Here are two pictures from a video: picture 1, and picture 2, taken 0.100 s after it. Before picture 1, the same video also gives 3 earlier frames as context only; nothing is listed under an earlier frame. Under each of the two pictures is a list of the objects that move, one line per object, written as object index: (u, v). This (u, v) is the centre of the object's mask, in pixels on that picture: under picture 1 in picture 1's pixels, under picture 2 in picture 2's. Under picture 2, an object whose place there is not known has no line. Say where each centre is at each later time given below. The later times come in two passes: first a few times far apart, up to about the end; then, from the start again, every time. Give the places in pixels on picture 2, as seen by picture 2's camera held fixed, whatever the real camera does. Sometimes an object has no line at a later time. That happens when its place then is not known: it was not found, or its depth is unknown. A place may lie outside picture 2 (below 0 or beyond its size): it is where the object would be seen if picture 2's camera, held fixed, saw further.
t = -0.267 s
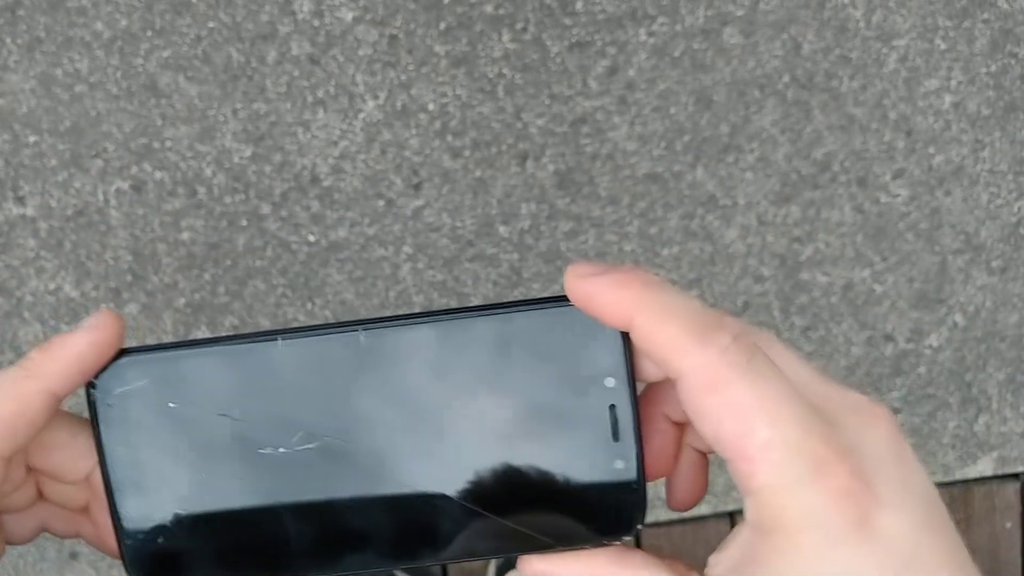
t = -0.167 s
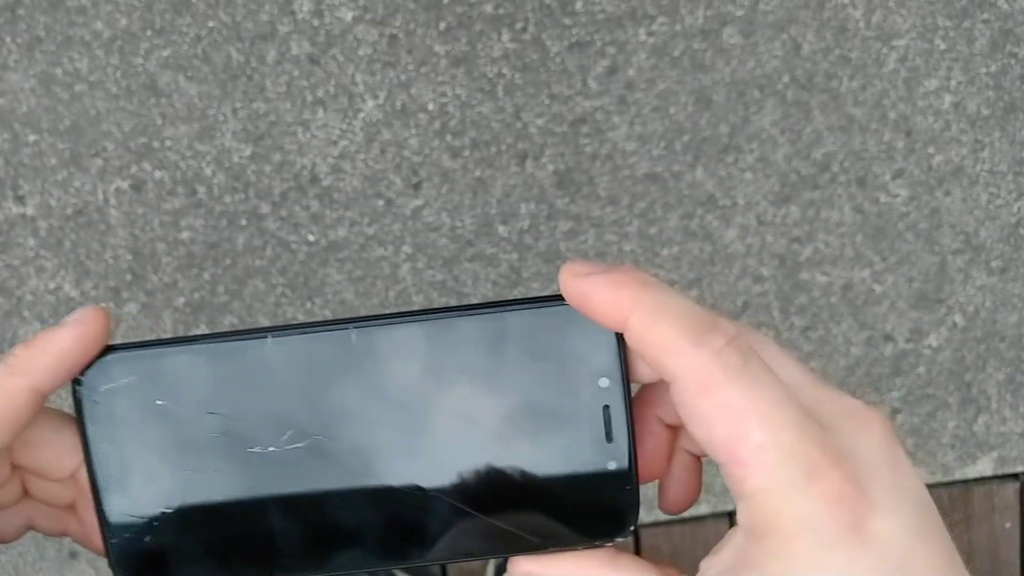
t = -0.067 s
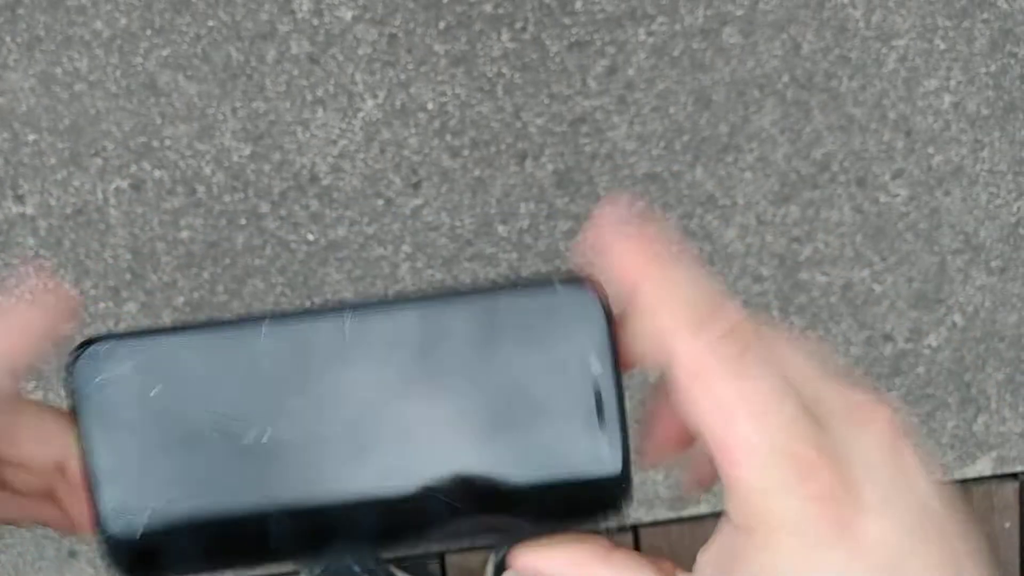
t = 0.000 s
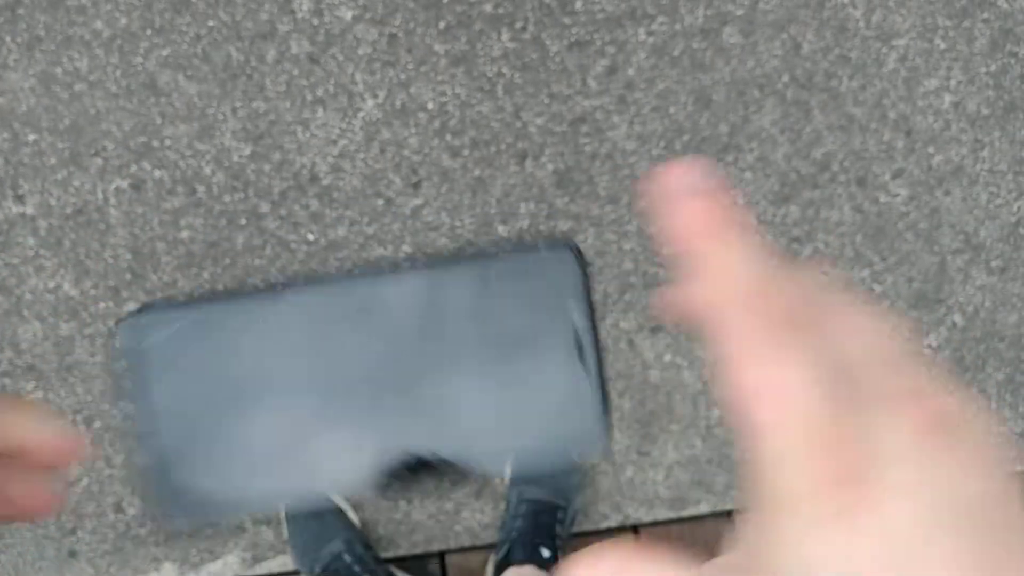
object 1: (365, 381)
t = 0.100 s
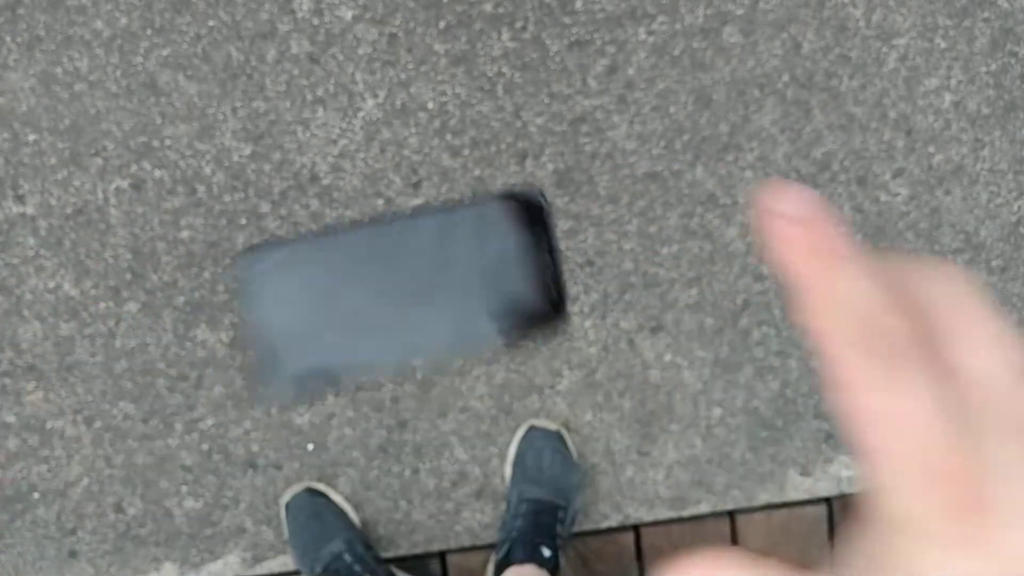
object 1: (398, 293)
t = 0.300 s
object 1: (451, 190)
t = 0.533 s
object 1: (493, 228)
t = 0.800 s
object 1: (506, 297)
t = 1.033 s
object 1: (448, 350)
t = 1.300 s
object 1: (424, 371)
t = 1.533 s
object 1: (424, 371)
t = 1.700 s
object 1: (424, 371)
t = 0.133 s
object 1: (410, 265)
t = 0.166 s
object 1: (420, 246)
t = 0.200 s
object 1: (430, 229)
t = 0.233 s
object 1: (440, 213)
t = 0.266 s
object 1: (450, 198)
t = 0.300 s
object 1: (451, 190)
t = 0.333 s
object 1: (457, 183)
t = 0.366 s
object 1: (461, 176)
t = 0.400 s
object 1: (463, 178)
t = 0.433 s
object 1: (464, 192)
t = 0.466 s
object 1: (470, 203)
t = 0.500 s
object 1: (474, 215)
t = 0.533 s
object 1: (493, 228)
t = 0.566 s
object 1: (506, 229)
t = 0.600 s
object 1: (496, 246)
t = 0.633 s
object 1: (498, 256)
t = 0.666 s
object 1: (503, 265)
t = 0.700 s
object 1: (503, 271)
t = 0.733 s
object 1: (513, 276)
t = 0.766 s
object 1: (512, 284)
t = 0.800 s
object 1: (506, 297)
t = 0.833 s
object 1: (498, 308)
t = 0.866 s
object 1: (495, 314)
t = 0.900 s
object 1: (483, 325)
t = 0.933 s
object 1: (471, 335)
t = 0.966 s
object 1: (462, 340)
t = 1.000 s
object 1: (453, 343)
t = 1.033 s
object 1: (448, 350)
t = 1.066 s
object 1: (443, 354)
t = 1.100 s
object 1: (439, 358)
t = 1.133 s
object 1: (433, 361)
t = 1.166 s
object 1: (430, 364)
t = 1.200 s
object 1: (427, 366)
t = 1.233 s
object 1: (425, 369)
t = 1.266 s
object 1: (424, 370)
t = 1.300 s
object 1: (424, 371)
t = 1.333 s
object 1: (424, 371)
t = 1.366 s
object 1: (424, 371)
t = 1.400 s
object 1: (424, 371)
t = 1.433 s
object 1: (424, 371)
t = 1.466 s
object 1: (424, 371)
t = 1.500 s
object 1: (424, 371)
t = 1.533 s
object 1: (424, 371)
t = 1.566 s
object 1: (424, 371)
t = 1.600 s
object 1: (424, 371)
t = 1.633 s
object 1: (424, 371)
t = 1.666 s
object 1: (424, 371)
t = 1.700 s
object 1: (424, 371)
